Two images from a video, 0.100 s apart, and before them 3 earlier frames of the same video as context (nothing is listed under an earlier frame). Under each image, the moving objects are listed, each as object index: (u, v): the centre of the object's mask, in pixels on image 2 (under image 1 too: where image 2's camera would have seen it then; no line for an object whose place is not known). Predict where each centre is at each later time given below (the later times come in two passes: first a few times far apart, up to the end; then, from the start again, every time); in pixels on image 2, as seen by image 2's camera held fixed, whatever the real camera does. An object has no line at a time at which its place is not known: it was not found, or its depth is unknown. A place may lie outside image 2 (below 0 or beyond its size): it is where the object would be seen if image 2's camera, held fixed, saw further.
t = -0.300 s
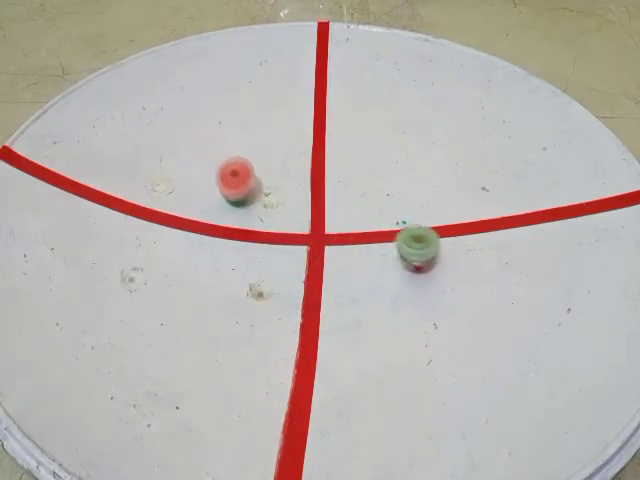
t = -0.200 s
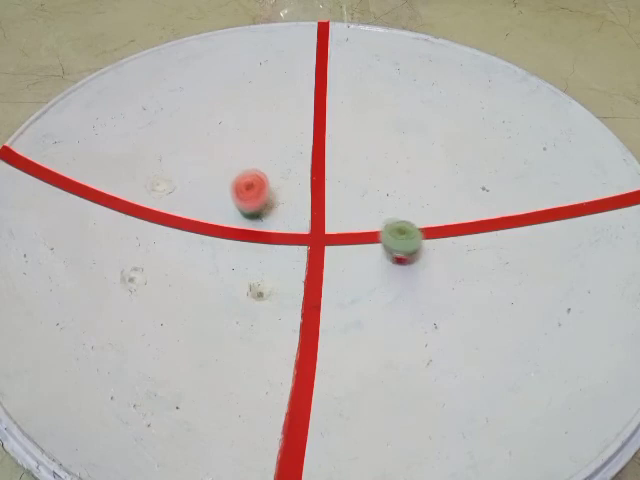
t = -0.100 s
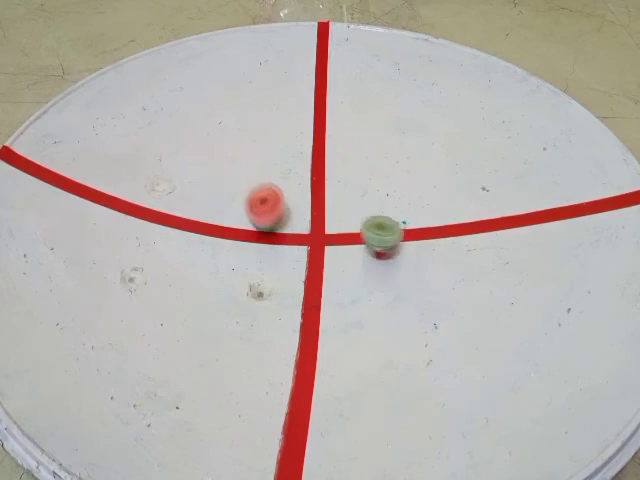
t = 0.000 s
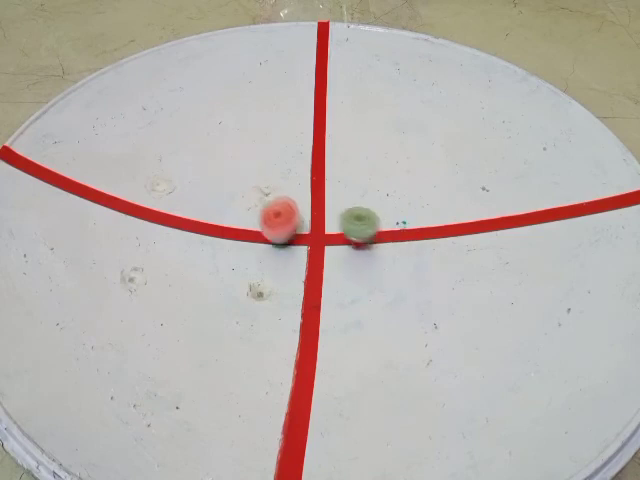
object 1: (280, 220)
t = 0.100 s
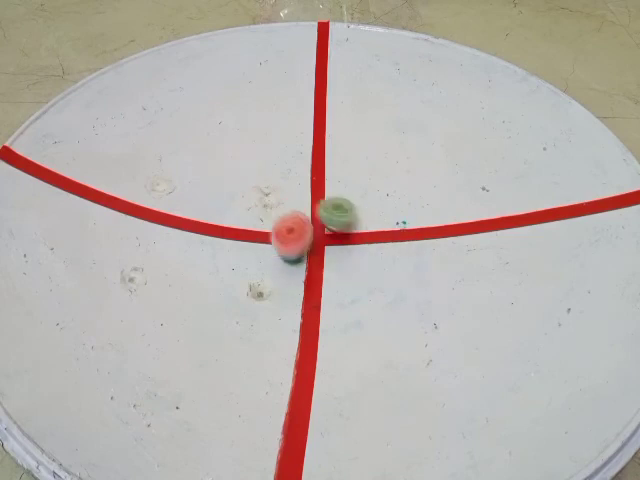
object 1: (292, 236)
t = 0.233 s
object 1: (308, 257)
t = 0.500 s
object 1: (327, 294)
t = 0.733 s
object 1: (335, 304)
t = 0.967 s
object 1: (327, 284)
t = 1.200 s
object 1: (314, 248)
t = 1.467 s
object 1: (325, 207)
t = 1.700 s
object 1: (350, 186)
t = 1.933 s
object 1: (367, 177)
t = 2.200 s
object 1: (367, 190)
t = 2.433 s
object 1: (353, 209)
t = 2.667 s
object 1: (322, 222)
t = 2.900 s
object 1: (285, 231)
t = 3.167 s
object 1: (250, 222)
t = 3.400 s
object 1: (234, 208)
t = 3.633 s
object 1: (237, 199)
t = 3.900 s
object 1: (260, 198)
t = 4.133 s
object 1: (280, 206)
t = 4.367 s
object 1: (310, 210)
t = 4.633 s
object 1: (334, 221)
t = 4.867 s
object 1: (352, 235)
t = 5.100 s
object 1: (362, 251)
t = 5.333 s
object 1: (350, 256)
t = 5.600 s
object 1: (321, 252)
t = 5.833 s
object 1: (295, 239)
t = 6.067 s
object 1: (284, 214)
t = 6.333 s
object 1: (292, 190)
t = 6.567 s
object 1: (307, 182)
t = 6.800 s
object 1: (313, 191)
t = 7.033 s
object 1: (300, 195)
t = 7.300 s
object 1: (279, 202)
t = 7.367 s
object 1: (273, 202)
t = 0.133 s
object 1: (296, 241)
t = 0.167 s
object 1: (300, 247)
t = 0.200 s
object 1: (304, 252)
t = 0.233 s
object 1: (308, 257)
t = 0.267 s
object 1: (310, 262)
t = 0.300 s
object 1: (313, 266)
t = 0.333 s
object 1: (317, 272)
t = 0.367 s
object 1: (319, 277)
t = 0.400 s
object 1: (322, 282)
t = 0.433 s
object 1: (324, 287)
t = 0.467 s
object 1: (326, 291)
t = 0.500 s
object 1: (327, 294)
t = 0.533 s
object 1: (330, 297)
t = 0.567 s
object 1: (332, 299)
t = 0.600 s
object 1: (333, 301)
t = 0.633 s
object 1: (334, 302)
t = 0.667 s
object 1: (334, 304)
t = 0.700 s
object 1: (335, 304)
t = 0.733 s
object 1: (335, 304)
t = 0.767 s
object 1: (335, 302)
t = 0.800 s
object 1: (334, 299)
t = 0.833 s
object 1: (334, 297)
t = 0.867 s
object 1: (333, 295)
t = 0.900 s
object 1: (330, 292)
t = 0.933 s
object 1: (329, 288)
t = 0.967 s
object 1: (327, 284)
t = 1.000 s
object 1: (326, 279)
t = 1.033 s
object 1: (324, 275)
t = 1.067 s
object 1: (321, 270)
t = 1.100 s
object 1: (320, 265)
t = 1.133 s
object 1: (317, 260)
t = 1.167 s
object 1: (316, 254)
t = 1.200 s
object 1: (314, 248)
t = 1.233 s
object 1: (312, 243)
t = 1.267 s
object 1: (310, 237)
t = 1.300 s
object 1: (308, 232)
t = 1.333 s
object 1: (311, 226)
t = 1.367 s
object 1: (315, 221)
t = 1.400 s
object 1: (319, 216)
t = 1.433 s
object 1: (322, 212)
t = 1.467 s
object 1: (325, 207)
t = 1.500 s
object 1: (330, 205)
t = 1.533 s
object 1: (333, 201)
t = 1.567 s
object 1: (336, 197)
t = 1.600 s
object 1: (340, 194)
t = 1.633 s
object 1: (344, 191)
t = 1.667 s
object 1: (347, 188)
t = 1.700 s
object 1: (350, 186)
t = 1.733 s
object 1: (353, 184)
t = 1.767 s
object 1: (355, 182)
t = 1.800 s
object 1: (358, 180)
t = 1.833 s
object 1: (361, 179)
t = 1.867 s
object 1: (363, 178)
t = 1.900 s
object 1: (365, 177)
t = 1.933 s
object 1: (367, 177)
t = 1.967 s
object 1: (368, 177)
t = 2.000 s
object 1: (368, 178)
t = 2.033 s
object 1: (369, 180)
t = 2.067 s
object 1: (369, 181)
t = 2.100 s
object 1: (369, 183)
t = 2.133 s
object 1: (369, 185)
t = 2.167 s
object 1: (368, 187)
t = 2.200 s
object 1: (367, 190)
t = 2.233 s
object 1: (366, 193)
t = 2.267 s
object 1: (365, 196)
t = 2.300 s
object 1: (363, 199)
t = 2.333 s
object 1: (361, 201)
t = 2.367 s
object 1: (358, 204)
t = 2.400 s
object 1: (356, 207)
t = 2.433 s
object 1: (353, 209)
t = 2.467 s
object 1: (349, 211)
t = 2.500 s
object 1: (346, 213)
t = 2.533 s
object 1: (342, 215)
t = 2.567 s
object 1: (336, 217)
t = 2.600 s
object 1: (332, 219)
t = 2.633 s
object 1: (327, 221)
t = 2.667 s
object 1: (322, 222)
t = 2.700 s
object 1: (317, 224)
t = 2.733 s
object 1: (311, 226)
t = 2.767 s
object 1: (306, 228)
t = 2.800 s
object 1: (300, 229)
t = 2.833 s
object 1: (295, 231)
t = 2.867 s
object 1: (290, 231)
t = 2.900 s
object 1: (285, 231)
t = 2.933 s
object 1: (280, 231)
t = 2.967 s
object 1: (275, 230)
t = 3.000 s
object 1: (270, 229)
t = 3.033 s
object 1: (266, 228)
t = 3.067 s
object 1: (261, 227)
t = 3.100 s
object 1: (257, 226)
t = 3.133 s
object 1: (254, 224)
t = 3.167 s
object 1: (250, 222)
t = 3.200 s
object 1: (246, 220)
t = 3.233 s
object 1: (242, 218)
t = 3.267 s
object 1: (239, 216)
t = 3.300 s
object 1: (238, 215)
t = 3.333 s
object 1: (237, 213)
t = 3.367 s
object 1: (235, 211)
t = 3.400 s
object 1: (234, 208)
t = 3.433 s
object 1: (232, 206)
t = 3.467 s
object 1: (232, 205)
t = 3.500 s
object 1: (233, 203)
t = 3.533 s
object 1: (233, 202)
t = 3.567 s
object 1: (234, 201)
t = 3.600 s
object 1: (235, 200)
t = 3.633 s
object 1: (237, 199)
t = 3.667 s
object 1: (241, 199)
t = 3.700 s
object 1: (243, 198)
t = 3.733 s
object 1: (245, 196)
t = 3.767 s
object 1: (247, 196)
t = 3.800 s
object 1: (251, 198)
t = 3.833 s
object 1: (254, 198)
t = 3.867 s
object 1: (258, 198)
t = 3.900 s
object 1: (260, 198)
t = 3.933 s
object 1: (263, 199)
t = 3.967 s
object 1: (265, 200)
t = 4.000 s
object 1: (268, 201)
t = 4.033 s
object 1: (271, 203)
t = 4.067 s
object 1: (274, 203)
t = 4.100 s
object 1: (278, 205)
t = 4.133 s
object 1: (280, 206)
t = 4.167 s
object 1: (285, 207)
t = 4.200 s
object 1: (290, 206)
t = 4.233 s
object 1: (293, 208)
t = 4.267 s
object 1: (297, 207)
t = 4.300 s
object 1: (302, 208)
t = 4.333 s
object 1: (306, 209)
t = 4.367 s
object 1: (310, 210)
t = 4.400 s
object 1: (314, 211)
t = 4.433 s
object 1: (318, 212)
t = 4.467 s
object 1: (321, 213)
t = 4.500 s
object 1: (324, 214)
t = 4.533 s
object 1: (327, 216)
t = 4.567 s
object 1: (329, 218)
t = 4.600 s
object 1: (331, 219)
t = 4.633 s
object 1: (334, 221)
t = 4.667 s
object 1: (336, 222)
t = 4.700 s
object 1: (337, 224)
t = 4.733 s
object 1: (338, 226)
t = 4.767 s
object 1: (343, 229)
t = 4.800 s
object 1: (347, 231)
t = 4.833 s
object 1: (350, 233)
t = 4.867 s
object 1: (352, 235)
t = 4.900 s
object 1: (355, 237)
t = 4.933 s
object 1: (357, 240)
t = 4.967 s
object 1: (359, 242)
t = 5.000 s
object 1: (361, 245)
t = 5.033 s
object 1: (361, 247)
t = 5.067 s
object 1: (362, 249)
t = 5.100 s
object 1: (362, 251)
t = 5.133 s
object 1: (361, 252)
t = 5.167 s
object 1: (360, 254)
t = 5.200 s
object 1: (359, 255)
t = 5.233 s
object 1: (358, 256)
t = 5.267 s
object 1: (356, 256)
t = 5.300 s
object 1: (353, 256)
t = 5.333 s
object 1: (350, 256)
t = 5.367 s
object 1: (347, 255)
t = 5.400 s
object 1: (344, 255)
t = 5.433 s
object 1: (340, 254)
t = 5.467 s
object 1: (337, 252)
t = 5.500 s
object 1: (333, 252)
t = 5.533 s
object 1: (328, 252)
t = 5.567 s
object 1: (324, 252)
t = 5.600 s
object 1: (321, 252)
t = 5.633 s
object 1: (316, 251)
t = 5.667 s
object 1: (312, 249)
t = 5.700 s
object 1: (307, 247)
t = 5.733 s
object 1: (304, 245)
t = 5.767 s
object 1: (301, 243)
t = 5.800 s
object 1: (297, 241)
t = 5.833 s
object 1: (295, 239)
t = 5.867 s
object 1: (292, 236)
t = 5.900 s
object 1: (289, 232)
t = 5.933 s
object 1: (288, 229)
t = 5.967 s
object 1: (286, 225)
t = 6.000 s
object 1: (284, 221)
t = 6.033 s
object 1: (284, 217)
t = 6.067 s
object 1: (284, 214)
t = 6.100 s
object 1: (284, 210)
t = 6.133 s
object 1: (285, 208)
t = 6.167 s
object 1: (285, 205)
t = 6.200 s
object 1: (287, 202)
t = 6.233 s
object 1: (288, 198)
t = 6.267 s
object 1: (289, 196)
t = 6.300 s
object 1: (290, 193)
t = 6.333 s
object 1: (292, 190)
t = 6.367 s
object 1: (293, 188)
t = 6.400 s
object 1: (295, 187)
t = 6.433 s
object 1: (297, 185)
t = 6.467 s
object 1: (299, 183)
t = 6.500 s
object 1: (302, 182)
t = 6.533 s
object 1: (305, 182)
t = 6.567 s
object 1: (307, 182)
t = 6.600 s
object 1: (309, 182)
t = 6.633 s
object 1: (310, 181)
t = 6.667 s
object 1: (310, 183)
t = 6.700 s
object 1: (310, 184)
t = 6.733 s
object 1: (312, 186)
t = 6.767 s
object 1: (312, 189)
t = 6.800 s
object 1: (313, 191)
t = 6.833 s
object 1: (313, 192)
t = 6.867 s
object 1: (312, 192)
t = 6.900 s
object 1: (310, 193)
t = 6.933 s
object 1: (307, 193)
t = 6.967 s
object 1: (305, 194)
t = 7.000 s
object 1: (302, 195)
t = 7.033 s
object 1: (300, 195)
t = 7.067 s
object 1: (297, 196)
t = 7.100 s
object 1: (294, 197)
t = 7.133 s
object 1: (292, 198)
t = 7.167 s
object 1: (289, 198)
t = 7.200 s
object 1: (286, 198)
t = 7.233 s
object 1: (283, 199)
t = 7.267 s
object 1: (281, 200)
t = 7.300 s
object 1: (279, 202)
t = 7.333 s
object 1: (276, 202)
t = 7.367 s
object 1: (273, 202)
